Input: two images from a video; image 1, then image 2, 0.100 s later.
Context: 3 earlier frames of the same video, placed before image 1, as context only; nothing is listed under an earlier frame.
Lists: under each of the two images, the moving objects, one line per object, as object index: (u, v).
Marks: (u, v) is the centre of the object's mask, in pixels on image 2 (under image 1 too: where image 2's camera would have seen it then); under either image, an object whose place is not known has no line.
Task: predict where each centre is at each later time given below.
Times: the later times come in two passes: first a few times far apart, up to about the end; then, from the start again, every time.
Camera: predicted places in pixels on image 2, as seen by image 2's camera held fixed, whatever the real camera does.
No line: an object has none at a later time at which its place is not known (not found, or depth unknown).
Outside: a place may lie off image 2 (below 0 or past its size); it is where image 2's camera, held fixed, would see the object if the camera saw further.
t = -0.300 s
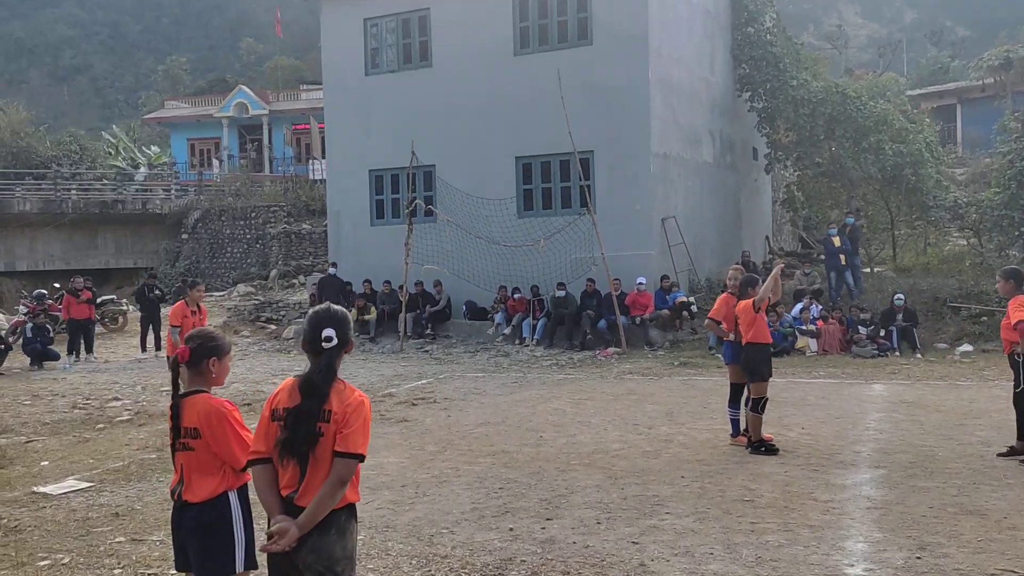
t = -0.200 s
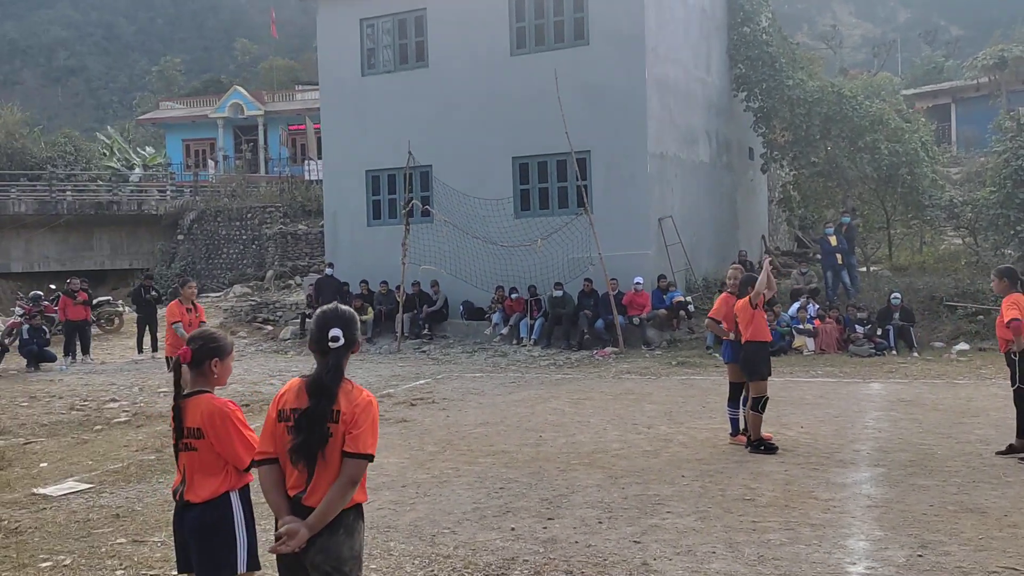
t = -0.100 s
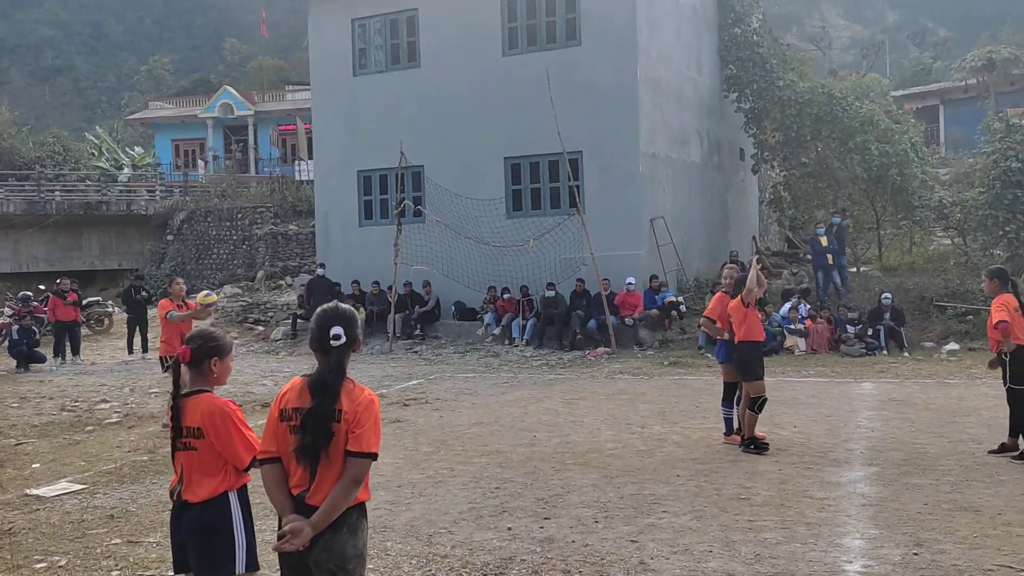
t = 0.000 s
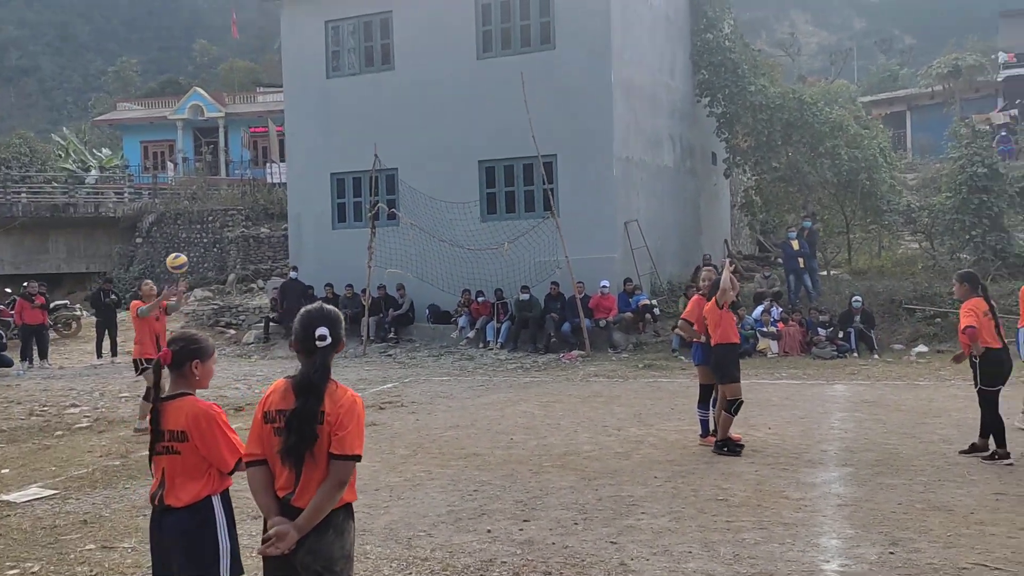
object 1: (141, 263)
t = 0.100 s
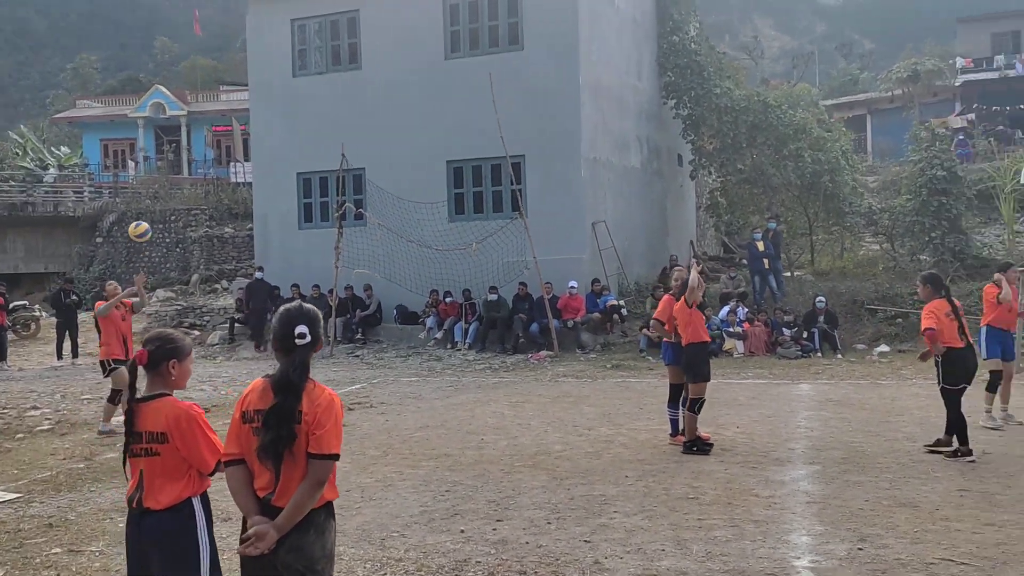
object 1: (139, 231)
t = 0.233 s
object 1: (140, 204)
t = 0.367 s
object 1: (142, 194)
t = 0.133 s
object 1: (139, 223)
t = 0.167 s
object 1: (139, 215)
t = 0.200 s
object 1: (140, 209)
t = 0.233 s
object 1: (140, 204)
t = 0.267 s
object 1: (141, 200)
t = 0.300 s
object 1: (141, 197)
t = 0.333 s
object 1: (142, 195)
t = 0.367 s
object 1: (142, 194)
